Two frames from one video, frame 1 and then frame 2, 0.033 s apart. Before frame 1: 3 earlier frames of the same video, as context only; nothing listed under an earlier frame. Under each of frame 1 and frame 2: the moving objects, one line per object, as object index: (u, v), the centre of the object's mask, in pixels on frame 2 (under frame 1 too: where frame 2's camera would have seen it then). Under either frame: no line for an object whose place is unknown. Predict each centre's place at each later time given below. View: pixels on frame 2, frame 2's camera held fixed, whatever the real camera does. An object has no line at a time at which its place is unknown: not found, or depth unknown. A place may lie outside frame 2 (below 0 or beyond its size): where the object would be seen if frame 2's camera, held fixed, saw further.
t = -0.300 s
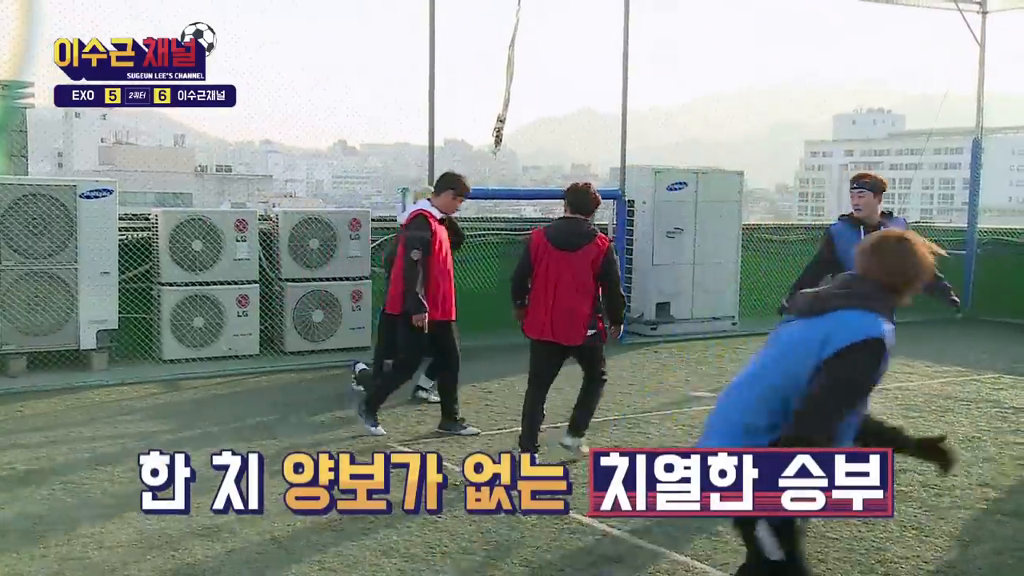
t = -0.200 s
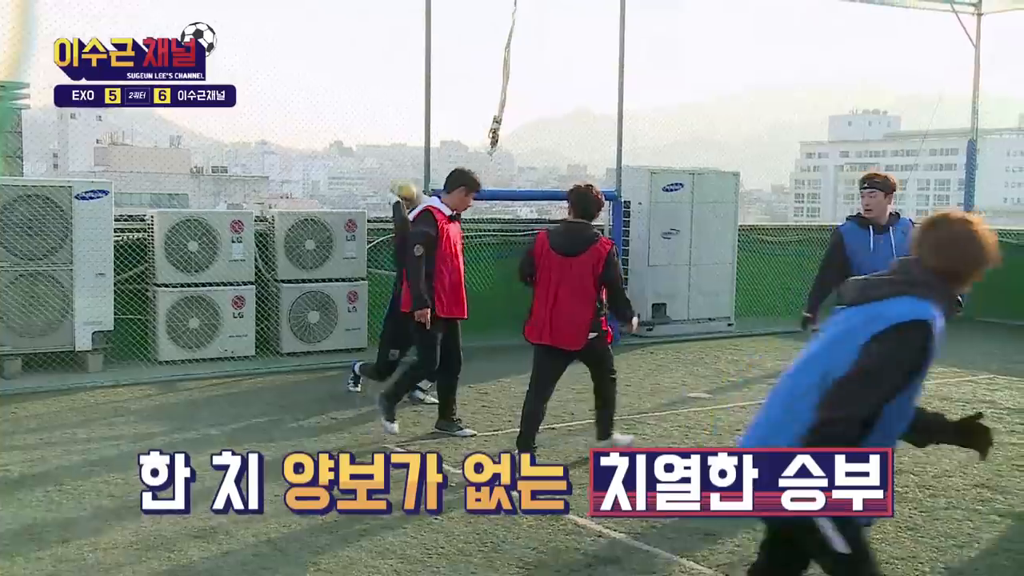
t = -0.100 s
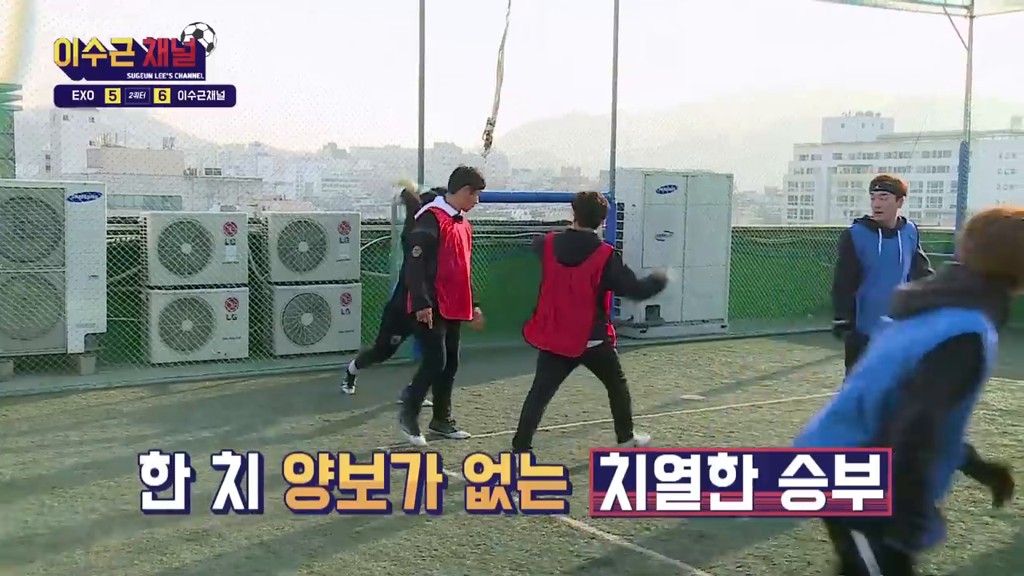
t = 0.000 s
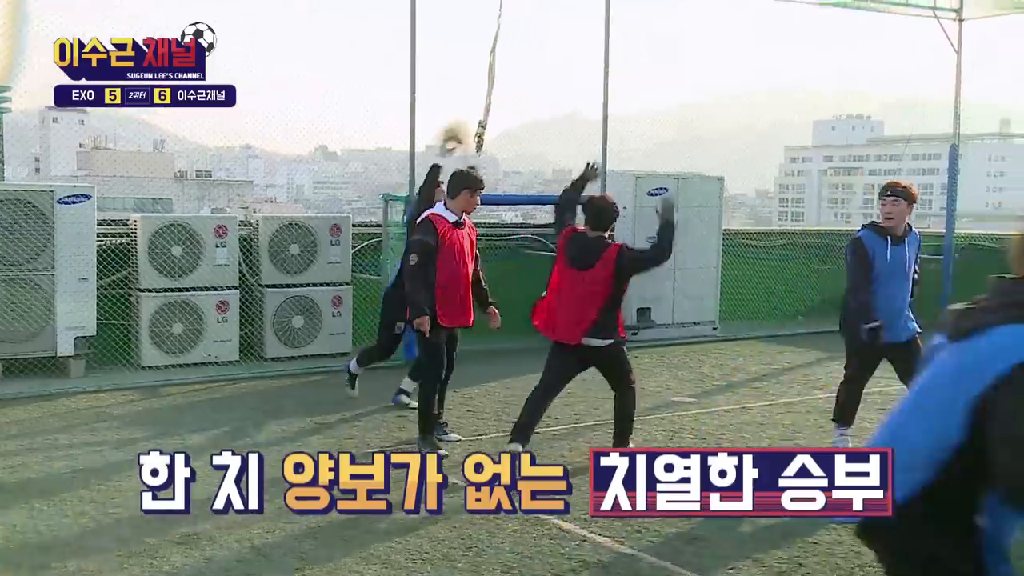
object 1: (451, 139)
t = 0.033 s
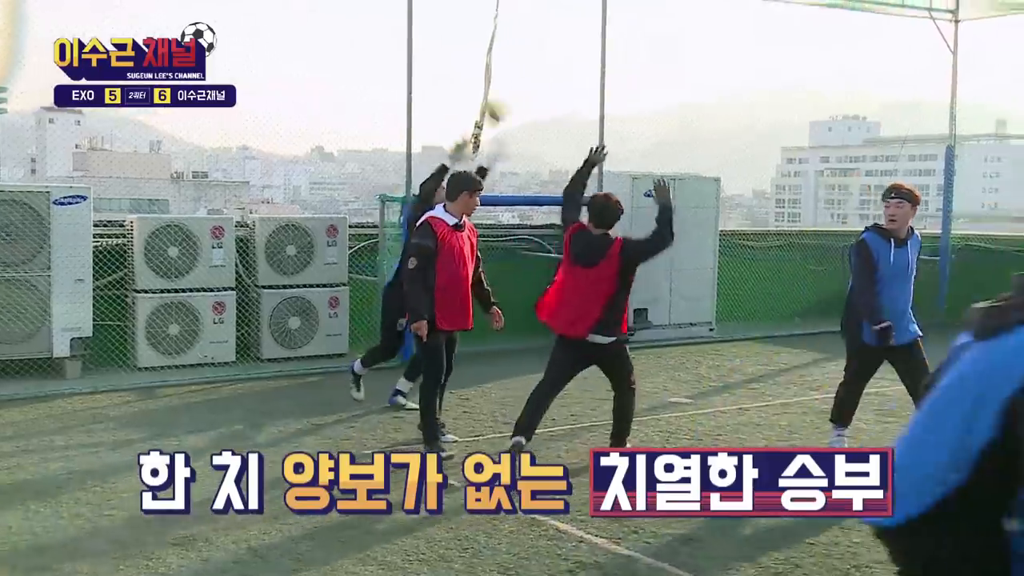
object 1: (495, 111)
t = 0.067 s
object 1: (537, 87)
